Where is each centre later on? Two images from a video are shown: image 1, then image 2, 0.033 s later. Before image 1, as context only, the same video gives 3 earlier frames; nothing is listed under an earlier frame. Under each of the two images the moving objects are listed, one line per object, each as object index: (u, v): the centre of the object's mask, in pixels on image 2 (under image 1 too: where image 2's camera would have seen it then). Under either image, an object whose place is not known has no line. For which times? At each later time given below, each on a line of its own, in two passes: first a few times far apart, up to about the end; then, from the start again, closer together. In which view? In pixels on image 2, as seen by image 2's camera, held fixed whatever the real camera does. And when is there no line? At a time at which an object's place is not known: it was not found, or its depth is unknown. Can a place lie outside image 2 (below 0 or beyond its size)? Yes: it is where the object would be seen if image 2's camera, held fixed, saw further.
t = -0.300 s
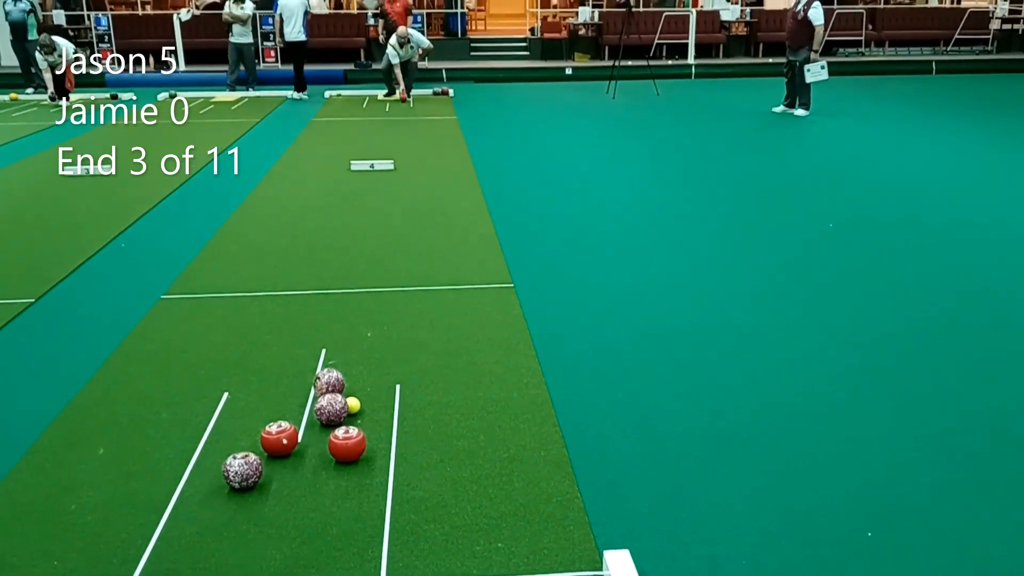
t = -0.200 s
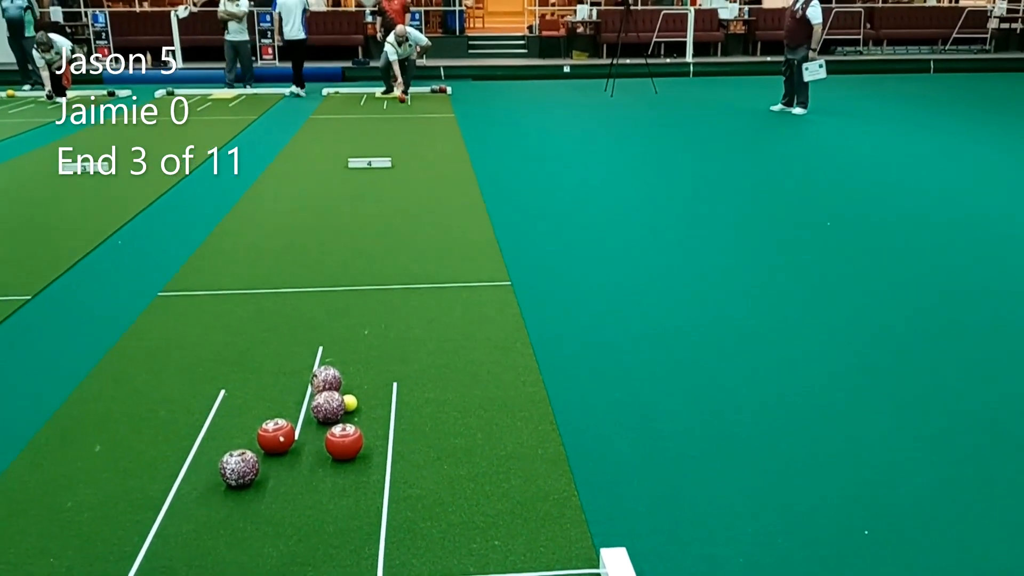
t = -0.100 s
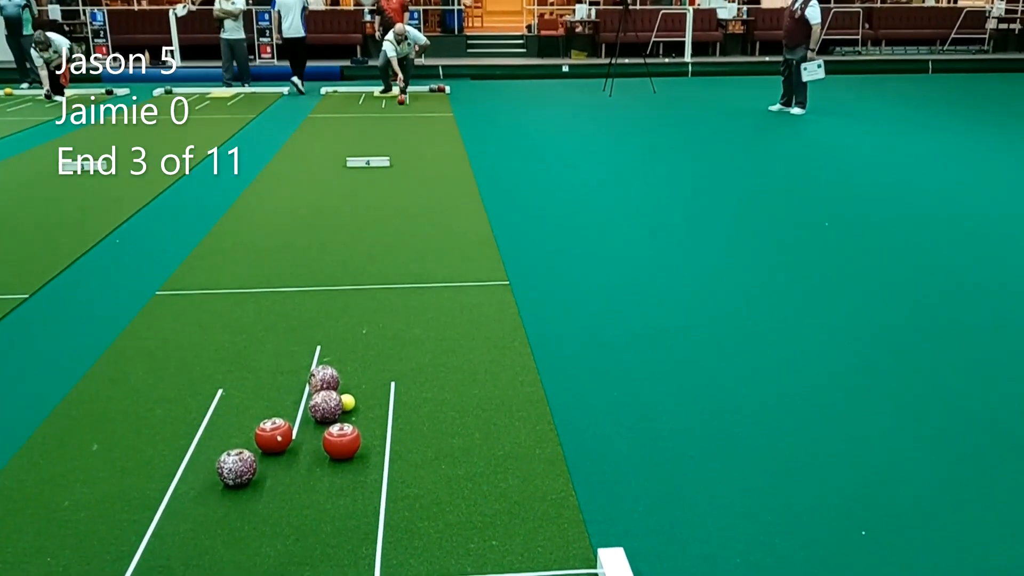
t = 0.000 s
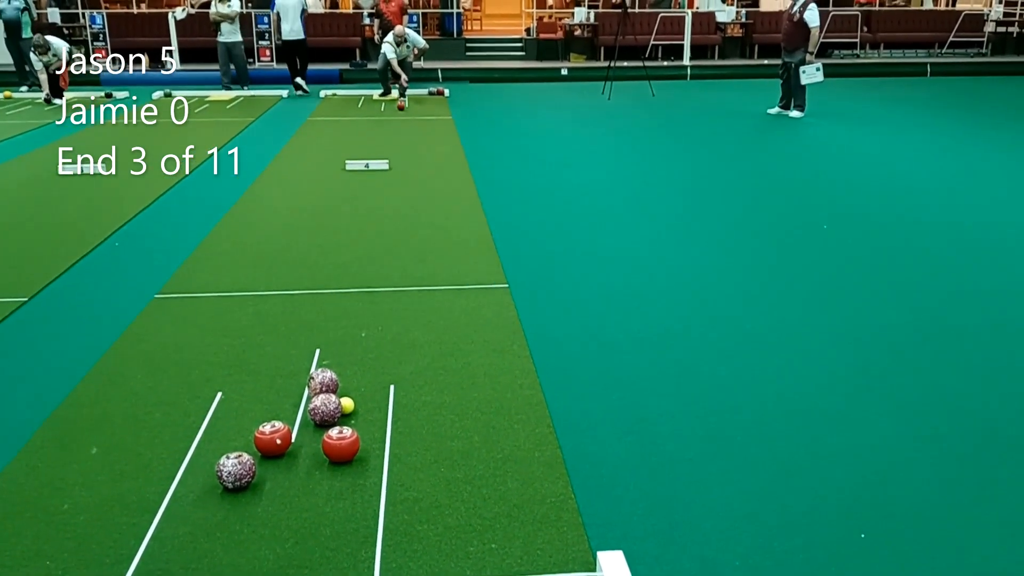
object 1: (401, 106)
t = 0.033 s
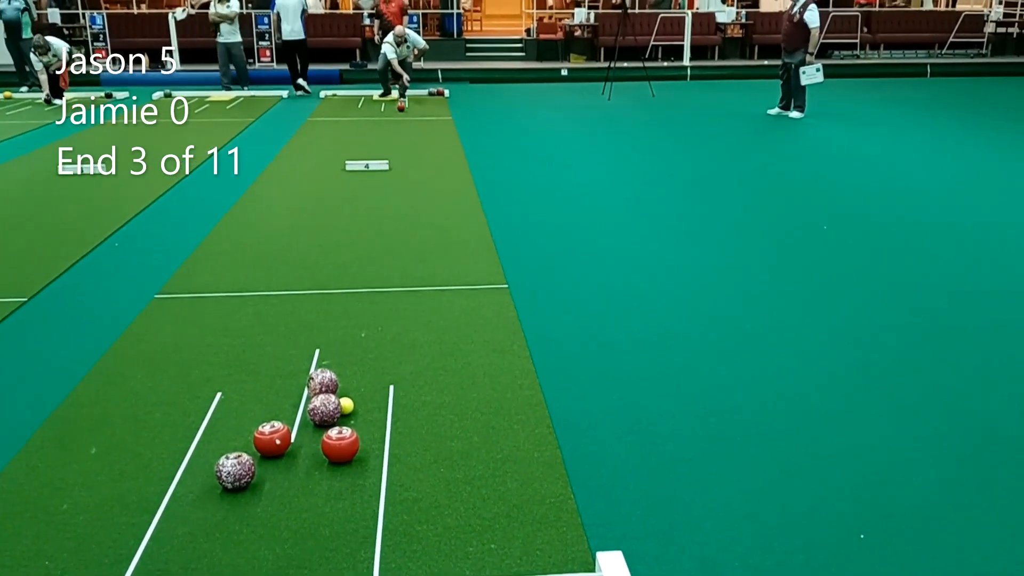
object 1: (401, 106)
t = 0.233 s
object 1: (402, 112)
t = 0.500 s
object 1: (402, 119)
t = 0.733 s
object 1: (402, 126)
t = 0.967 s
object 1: (402, 133)
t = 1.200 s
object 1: (402, 141)
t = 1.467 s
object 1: (402, 151)
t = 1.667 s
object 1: (401, 159)
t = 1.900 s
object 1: (401, 169)
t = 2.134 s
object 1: (399, 180)
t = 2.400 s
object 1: (397, 195)
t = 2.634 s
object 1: (395, 209)
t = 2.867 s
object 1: (391, 224)
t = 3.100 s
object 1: (388, 241)
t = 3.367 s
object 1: (381, 264)
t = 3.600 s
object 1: (373, 287)
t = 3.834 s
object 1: (364, 312)
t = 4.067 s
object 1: (352, 341)
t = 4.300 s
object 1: (340, 372)
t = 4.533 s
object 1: (356, 384)
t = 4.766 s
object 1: (370, 397)
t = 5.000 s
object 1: (384, 408)
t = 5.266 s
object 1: (399, 420)
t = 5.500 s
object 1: (410, 429)
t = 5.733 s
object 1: (418, 438)
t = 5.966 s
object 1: (424, 445)
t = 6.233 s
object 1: (428, 452)
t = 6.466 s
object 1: (431, 456)
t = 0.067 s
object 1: (401, 108)
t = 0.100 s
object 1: (401, 108)
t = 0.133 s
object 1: (401, 109)
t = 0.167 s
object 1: (401, 110)
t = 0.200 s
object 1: (402, 111)
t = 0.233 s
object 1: (402, 112)
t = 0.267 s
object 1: (402, 113)
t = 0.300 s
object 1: (402, 114)
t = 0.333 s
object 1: (402, 114)
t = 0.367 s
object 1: (402, 115)
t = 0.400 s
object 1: (402, 116)
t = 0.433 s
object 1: (402, 117)
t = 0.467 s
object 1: (402, 118)
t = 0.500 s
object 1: (402, 119)
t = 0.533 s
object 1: (402, 120)
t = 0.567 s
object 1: (402, 121)
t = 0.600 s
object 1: (402, 122)
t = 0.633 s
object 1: (402, 123)
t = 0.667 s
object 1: (402, 123)
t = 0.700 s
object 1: (402, 125)
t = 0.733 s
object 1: (402, 126)
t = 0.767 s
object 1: (402, 127)
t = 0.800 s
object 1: (402, 128)
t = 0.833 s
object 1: (402, 129)
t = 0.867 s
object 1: (402, 130)
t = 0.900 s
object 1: (402, 131)
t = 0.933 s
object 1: (402, 132)
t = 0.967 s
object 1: (402, 133)
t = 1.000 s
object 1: (402, 134)
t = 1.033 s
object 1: (402, 135)
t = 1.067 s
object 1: (402, 136)
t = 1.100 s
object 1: (402, 137)
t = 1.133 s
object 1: (402, 138)
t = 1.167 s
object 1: (402, 140)
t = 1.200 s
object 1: (402, 141)
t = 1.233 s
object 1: (402, 142)
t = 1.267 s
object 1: (402, 143)
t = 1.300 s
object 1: (402, 144)
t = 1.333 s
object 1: (402, 146)
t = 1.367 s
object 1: (402, 147)
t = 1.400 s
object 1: (402, 148)
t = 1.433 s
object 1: (402, 149)
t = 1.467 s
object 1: (402, 151)
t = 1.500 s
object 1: (401, 152)
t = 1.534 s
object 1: (401, 153)
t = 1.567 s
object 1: (401, 155)
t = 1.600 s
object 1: (401, 156)
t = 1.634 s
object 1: (402, 158)
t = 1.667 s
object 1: (401, 159)
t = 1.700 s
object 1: (401, 160)
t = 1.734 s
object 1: (401, 162)
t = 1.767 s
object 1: (401, 163)
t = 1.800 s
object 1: (401, 164)
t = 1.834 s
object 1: (401, 166)
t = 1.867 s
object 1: (401, 167)
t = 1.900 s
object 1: (401, 169)
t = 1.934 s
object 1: (400, 170)
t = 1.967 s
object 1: (400, 172)
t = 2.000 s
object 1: (400, 174)
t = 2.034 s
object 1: (400, 175)
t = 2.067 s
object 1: (400, 177)
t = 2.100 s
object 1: (400, 178)
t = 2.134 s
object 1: (399, 180)
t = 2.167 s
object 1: (399, 182)
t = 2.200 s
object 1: (399, 184)
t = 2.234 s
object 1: (398, 185)
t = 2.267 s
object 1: (398, 187)
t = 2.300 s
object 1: (398, 189)
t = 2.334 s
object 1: (398, 191)
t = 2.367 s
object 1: (397, 192)
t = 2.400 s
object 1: (397, 195)
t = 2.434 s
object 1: (397, 197)
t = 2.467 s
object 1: (396, 198)
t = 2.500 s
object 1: (396, 200)
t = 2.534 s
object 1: (396, 202)
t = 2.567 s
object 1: (396, 204)
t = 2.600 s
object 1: (395, 206)
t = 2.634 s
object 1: (395, 209)
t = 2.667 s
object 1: (395, 210)
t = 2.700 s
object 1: (394, 213)
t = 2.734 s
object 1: (394, 215)
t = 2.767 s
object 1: (393, 217)
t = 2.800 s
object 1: (393, 219)
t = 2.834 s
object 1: (392, 222)
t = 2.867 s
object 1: (391, 224)
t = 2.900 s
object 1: (391, 226)
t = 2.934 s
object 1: (391, 229)
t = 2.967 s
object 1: (390, 231)
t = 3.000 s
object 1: (389, 234)
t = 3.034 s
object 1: (389, 236)
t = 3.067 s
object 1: (388, 239)
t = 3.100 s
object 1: (388, 241)
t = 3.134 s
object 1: (387, 244)
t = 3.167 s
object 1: (386, 247)
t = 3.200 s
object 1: (385, 249)
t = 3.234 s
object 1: (384, 252)
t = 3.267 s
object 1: (384, 255)
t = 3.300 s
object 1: (383, 258)
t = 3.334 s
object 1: (382, 261)
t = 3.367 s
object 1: (381, 264)
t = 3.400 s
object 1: (380, 267)
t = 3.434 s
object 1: (379, 270)
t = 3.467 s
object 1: (378, 273)
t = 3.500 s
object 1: (377, 276)
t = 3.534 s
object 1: (376, 280)
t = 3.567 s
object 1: (375, 283)
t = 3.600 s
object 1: (373, 287)
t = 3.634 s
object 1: (372, 290)
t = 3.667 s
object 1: (371, 294)
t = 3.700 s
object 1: (369, 297)
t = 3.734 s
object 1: (368, 301)
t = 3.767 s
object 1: (366, 305)
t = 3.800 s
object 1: (365, 308)
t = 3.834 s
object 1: (364, 312)
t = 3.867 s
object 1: (362, 316)
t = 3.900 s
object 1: (360, 320)
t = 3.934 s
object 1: (359, 324)
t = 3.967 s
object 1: (357, 328)
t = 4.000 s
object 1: (355, 332)
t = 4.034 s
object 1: (353, 337)
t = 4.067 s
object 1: (352, 341)
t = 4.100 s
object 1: (350, 346)
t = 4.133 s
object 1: (347, 350)
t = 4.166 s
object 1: (345, 355)
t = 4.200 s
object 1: (343, 360)
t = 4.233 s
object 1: (341, 364)
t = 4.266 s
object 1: (340, 367)
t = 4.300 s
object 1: (340, 372)
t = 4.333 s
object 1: (342, 375)
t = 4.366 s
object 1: (345, 376)
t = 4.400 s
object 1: (348, 377)
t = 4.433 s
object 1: (350, 379)
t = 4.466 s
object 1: (352, 381)
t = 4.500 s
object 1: (354, 383)
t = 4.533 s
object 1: (356, 384)
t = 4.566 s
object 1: (358, 386)
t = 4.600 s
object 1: (359, 388)
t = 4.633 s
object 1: (361, 390)
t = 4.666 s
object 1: (363, 392)
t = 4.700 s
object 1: (365, 394)
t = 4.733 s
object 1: (367, 396)
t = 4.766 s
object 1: (370, 397)
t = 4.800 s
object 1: (372, 398)
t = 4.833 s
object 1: (374, 400)
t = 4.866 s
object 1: (376, 402)
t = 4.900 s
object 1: (378, 403)
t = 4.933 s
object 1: (380, 405)
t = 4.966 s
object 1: (382, 407)
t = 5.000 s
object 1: (384, 408)
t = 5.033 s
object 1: (386, 410)
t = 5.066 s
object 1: (388, 411)
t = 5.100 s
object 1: (390, 413)
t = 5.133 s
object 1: (392, 414)
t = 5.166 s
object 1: (394, 416)
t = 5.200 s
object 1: (396, 417)
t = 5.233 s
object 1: (398, 419)
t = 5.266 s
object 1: (399, 420)
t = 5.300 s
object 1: (401, 421)
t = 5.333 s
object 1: (403, 422)
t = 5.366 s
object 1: (404, 424)
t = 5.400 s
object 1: (406, 425)
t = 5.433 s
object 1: (407, 427)
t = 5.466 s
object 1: (408, 428)
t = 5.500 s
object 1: (410, 429)
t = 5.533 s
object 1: (411, 431)
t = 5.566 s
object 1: (412, 432)
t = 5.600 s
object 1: (414, 433)
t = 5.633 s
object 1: (415, 434)
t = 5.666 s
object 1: (416, 435)
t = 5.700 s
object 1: (417, 436)
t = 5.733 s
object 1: (418, 438)
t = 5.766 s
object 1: (419, 439)
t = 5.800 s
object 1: (420, 440)
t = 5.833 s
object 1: (421, 441)
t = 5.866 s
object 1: (422, 442)
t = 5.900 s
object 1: (422, 443)
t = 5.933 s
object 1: (423, 444)
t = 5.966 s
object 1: (424, 445)
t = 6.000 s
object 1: (425, 446)
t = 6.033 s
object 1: (425, 447)
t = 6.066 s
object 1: (426, 448)
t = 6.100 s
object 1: (426, 449)
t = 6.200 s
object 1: (428, 451)
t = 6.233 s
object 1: (428, 452)
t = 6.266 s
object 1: (429, 452)
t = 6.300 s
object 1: (429, 453)
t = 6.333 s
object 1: (430, 454)
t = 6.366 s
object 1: (430, 454)
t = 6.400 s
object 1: (430, 455)
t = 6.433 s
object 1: (431, 456)
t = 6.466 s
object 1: (431, 456)
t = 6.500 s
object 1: (432, 456)
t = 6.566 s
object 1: (432, 457)
